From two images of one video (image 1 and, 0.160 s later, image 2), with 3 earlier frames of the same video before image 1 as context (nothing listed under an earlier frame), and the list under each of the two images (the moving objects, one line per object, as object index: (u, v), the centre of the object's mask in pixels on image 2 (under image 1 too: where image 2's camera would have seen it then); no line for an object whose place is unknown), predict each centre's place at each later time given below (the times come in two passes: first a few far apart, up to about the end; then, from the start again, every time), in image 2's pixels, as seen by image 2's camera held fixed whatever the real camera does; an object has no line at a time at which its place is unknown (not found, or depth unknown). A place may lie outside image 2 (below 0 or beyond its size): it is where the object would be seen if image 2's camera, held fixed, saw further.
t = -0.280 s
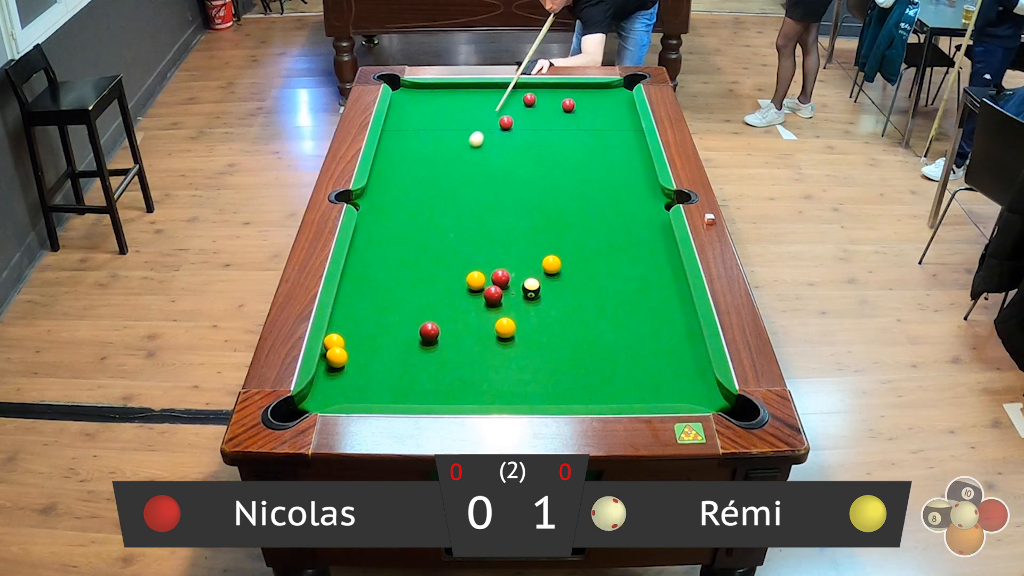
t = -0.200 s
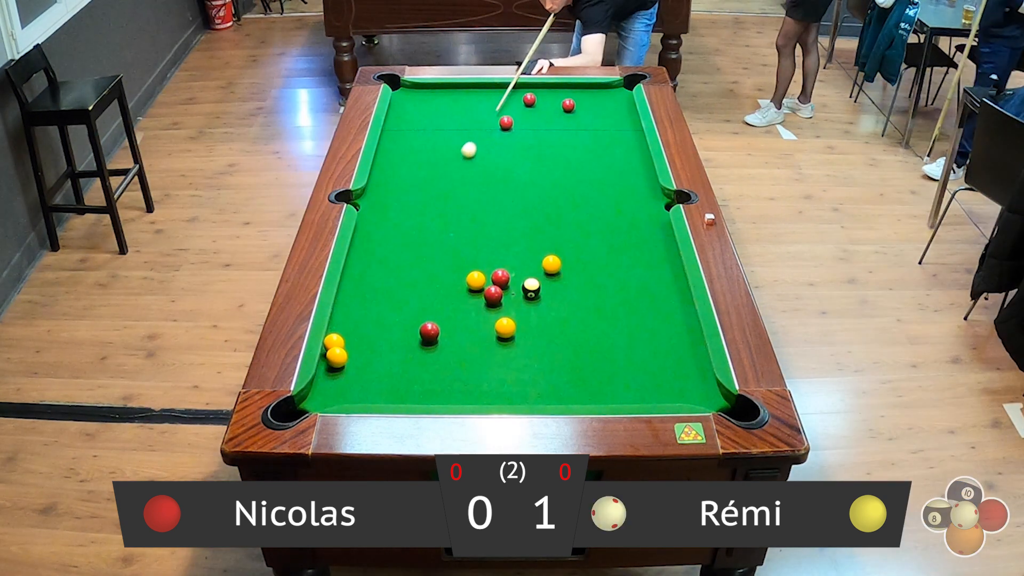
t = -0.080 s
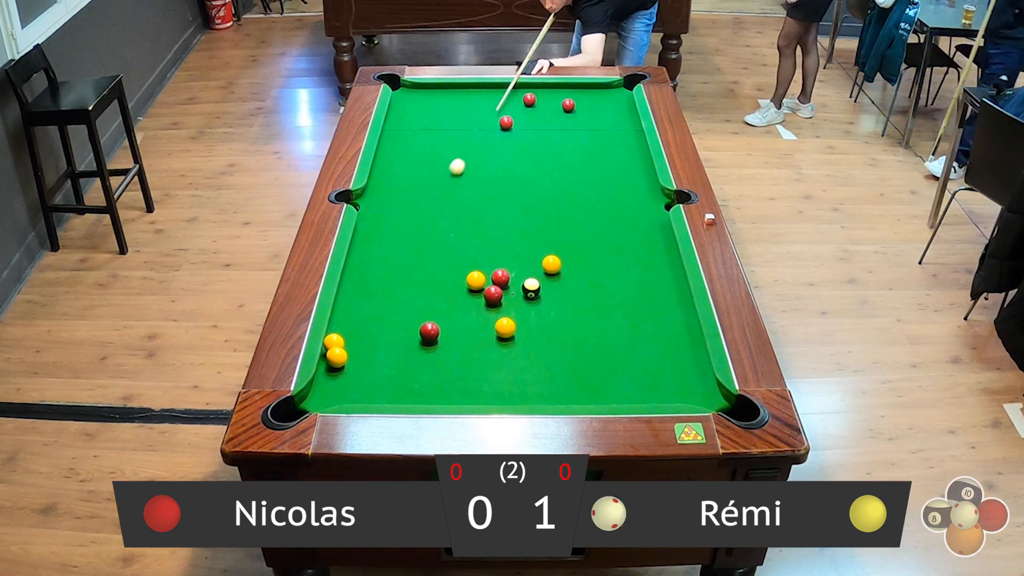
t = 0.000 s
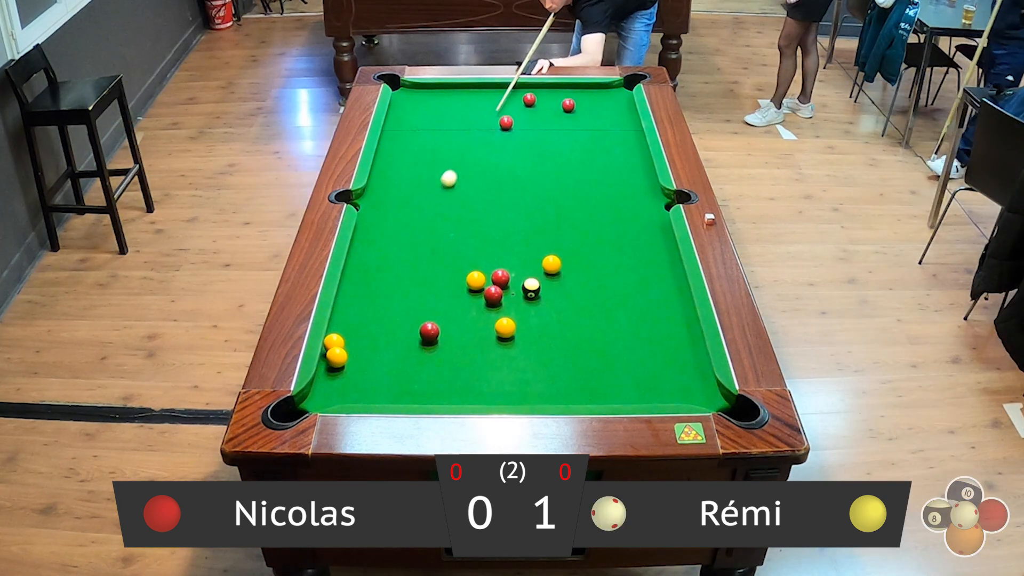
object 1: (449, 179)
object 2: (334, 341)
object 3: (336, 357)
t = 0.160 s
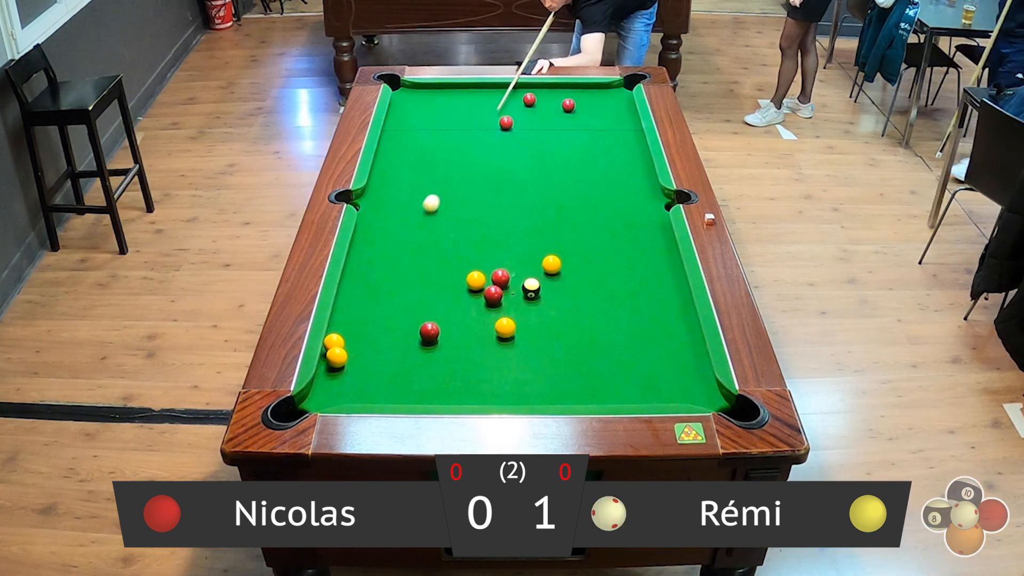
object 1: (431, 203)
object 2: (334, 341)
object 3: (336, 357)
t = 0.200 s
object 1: (427, 210)
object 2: (334, 341)
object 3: (336, 357)
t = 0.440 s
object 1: (397, 252)
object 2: (334, 341)
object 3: (336, 357)
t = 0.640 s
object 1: (371, 290)
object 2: (334, 341)
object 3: (336, 357)
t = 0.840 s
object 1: (343, 330)
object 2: (333, 341)
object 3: (336, 357)
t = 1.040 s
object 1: (338, 332)
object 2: (344, 348)
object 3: (339, 384)
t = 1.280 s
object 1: (336, 334)
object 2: (357, 353)
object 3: (337, 390)
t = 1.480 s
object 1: (337, 334)
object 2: (366, 357)
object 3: (330, 374)
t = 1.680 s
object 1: (337, 334)
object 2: (374, 360)
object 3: (330, 361)
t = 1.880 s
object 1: (337, 333)
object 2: (381, 362)
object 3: (337, 352)
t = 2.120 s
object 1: (335, 331)
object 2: (388, 364)
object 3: (344, 343)
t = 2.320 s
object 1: (335, 330)
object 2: (392, 365)
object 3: (351, 340)
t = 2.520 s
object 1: (337, 329)
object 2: (394, 365)
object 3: (356, 337)
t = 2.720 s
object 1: (338, 329)
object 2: (395, 365)
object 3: (359, 335)
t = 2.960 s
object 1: (338, 329)
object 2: (395, 365)
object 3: (361, 333)
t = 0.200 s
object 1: (427, 210)
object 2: (334, 341)
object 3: (336, 357)
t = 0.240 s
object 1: (422, 217)
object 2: (334, 341)
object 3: (336, 357)
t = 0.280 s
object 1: (417, 223)
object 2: (334, 341)
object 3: (336, 357)
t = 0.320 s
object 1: (412, 230)
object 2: (334, 341)
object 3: (336, 357)
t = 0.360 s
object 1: (408, 237)
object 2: (334, 341)
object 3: (336, 357)
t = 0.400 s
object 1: (402, 245)
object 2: (334, 341)
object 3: (336, 357)
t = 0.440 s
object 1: (397, 252)
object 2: (334, 341)
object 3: (336, 357)
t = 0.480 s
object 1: (392, 259)
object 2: (334, 341)
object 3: (336, 357)
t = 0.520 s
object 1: (387, 267)
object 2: (334, 341)
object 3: (336, 357)
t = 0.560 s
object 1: (382, 275)
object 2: (334, 341)
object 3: (336, 357)
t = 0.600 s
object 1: (376, 282)
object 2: (334, 341)
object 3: (336, 357)
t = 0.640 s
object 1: (371, 290)
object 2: (334, 341)
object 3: (336, 357)
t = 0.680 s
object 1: (365, 298)
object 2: (334, 341)
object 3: (336, 357)
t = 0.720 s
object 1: (359, 307)
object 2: (334, 341)
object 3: (336, 357)
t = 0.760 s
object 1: (354, 315)
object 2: (333, 341)
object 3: (336, 357)
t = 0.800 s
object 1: (348, 324)
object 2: (334, 341)
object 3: (336, 357)
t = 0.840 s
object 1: (343, 330)
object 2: (333, 341)
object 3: (336, 357)
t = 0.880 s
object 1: (342, 331)
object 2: (335, 343)
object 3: (337, 363)
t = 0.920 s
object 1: (341, 331)
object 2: (337, 345)
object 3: (338, 368)
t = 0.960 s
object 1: (339, 331)
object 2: (339, 346)
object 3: (338, 373)
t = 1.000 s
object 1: (338, 331)
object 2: (342, 347)
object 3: (339, 379)
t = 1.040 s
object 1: (338, 332)
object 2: (344, 348)
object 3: (339, 384)
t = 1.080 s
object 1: (337, 333)
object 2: (346, 349)
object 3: (340, 389)
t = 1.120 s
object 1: (337, 333)
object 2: (348, 350)
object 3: (340, 394)
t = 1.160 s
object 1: (337, 334)
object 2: (350, 351)
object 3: (341, 397)
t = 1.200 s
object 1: (337, 334)
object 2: (352, 352)
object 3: (339, 395)
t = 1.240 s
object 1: (337, 334)
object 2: (355, 352)
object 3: (338, 393)
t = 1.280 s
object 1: (336, 334)
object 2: (357, 353)
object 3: (337, 390)
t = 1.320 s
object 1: (336, 334)
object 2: (359, 354)
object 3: (335, 387)
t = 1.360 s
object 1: (336, 334)
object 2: (360, 355)
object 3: (334, 383)
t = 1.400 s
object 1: (336, 334)
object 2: (362, 356)
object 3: (333, 380)
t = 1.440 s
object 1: (337, 334)
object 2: (364, 356)
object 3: (332, 377)
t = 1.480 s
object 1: (337, 334)
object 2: (366, 357)
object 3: (330, 374)
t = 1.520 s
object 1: (337, 334)
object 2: (368, 358)
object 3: (329, 371)
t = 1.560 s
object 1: (337, 334)
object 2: (369, 358)
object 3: (328, 368)
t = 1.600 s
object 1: (337, 334)
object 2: (371, 359)
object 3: (328, 366)
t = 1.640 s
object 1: (337, 334)
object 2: (373, 359)
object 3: (329, 364)
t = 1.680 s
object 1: (337, 334)
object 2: (374, 360)
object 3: (330, 361)
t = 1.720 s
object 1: (337, 334)
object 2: (376, 360)
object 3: (332, 359)
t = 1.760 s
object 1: (337, 334)
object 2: (377, 361)
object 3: (333, 358)
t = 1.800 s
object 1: (337, 334)
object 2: (379, 361)
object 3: (335, 356)
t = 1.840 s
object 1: (337, 334)
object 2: (380, 362)
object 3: (336, 354)
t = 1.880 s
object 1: (337, 333)
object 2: (381, 362)
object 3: (337, 352)
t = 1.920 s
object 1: (337, 333)
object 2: (382, 363)
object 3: (339, 351)
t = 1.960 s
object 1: (336, 332)
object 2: (384, 363)
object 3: (340, 349)
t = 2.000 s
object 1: (336, 332)
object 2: (385, 363)
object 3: (341, 347)
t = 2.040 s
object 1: (336, 332)
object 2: (386, 363)
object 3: (342, 346)
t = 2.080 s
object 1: (336, 332)
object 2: (387, 364)
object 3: (343, 344)
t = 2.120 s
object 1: (335, 331)
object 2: (388, 364)
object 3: (344, 343)
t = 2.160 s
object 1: (335, 331)
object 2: (389, 364)
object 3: (346, 343)
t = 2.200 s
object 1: (335, 330)
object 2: (389, 365)
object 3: (347, 342)
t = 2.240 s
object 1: (335, 330)
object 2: (390, 365)
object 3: (348, 341)
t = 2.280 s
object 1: (335, 330)
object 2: (391, 365)
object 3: (349, 341)
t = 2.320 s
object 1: (335, 330)
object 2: (392, 365)
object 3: (351, 340)
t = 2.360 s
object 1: (336, 330)
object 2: (392, 365)
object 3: (352, 339)
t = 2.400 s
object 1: (336, 330)
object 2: (393, 365)
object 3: (353, 339)
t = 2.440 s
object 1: (337, 329)
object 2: (393, 366)
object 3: (354, 338)
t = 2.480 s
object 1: (337, 329)
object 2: (394, 365)
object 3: (355, 338)
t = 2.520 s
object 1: (337, 329)
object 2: (394, 365)
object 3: (356, 337)
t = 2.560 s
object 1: (338, 329)
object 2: (395, 366)
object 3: (356, 337)
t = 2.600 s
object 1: (338, 329)
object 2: (395, 366)
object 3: (357, 336)
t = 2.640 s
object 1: (338, 329)
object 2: (395, 366)
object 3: (358, 336)
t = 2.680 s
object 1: (338, 329)
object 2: (395, 365)
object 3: (358, 335)
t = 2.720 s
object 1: (338, 329)
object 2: (395, 365)
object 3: (359, 335)
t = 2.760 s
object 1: (338, 329)
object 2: (395, 365)
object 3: (360, 334)
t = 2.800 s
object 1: (338, 329)
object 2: (395, 365)
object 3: (360, 334)
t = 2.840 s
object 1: (338, 329)
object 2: (395, 365)
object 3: (360, 333)
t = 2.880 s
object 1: (338, 329)
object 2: (395, 365)
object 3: (361, 333)
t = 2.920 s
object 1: (338, 329)
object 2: (395, 365)
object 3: (361, 333)
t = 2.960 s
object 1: (338, 329)
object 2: (395, 365)
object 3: (361, 333)
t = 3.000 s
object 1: (338, 329)
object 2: (394, 365)
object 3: (361, 332)
